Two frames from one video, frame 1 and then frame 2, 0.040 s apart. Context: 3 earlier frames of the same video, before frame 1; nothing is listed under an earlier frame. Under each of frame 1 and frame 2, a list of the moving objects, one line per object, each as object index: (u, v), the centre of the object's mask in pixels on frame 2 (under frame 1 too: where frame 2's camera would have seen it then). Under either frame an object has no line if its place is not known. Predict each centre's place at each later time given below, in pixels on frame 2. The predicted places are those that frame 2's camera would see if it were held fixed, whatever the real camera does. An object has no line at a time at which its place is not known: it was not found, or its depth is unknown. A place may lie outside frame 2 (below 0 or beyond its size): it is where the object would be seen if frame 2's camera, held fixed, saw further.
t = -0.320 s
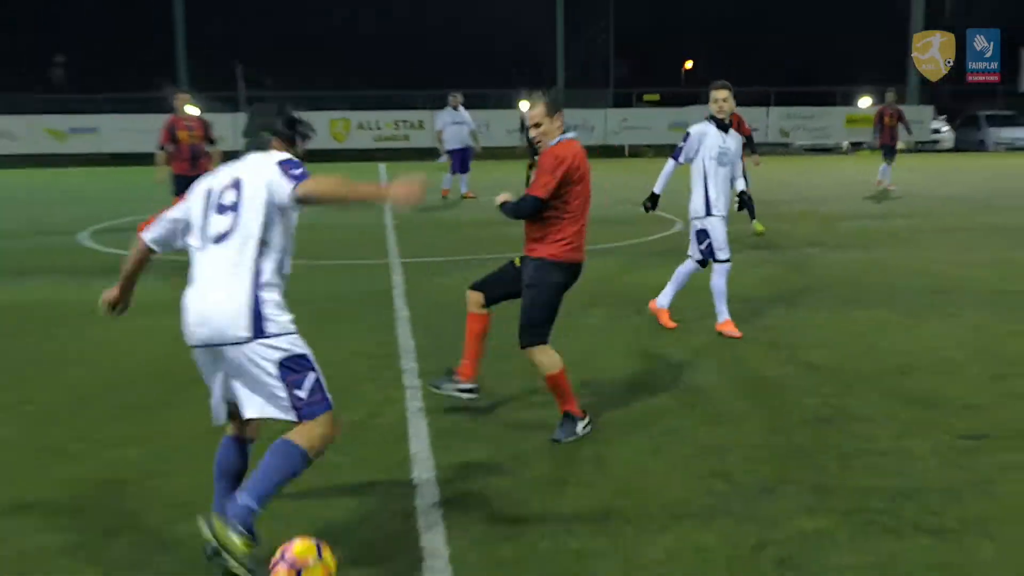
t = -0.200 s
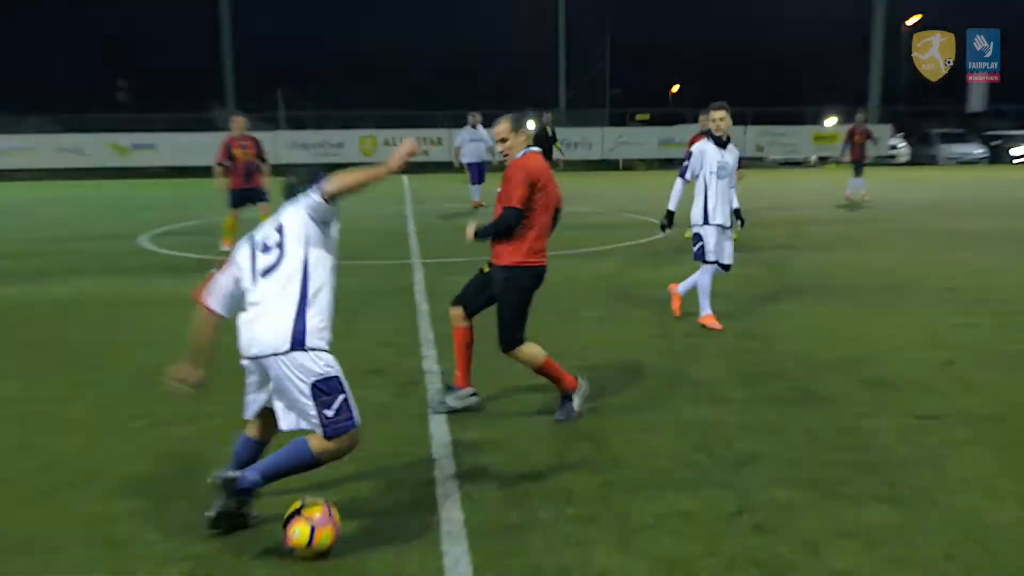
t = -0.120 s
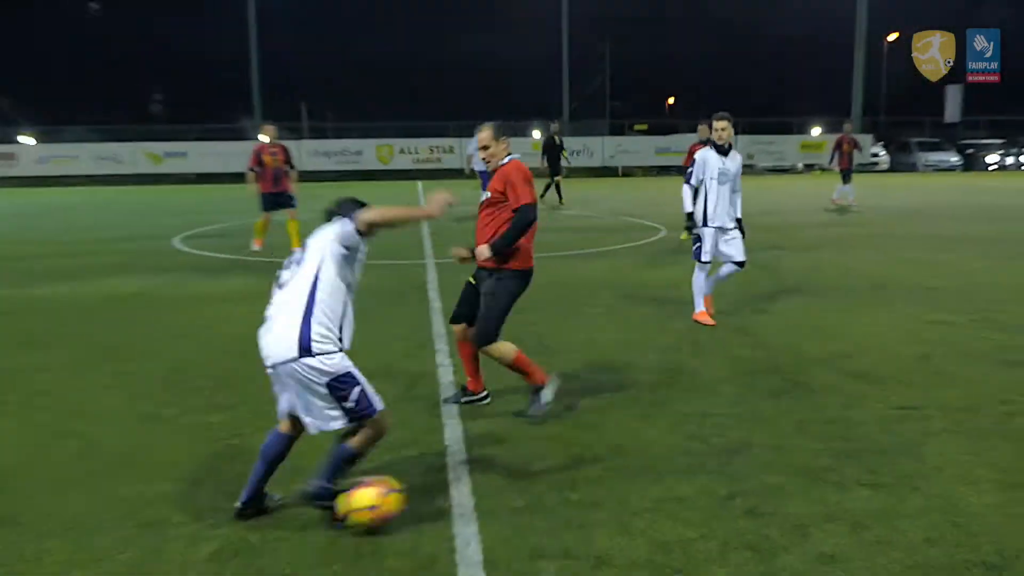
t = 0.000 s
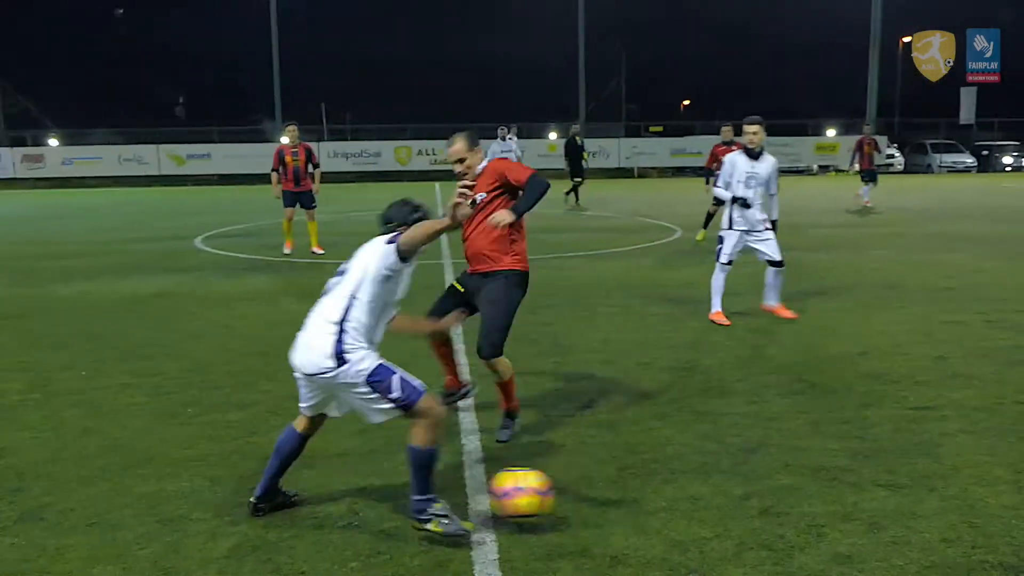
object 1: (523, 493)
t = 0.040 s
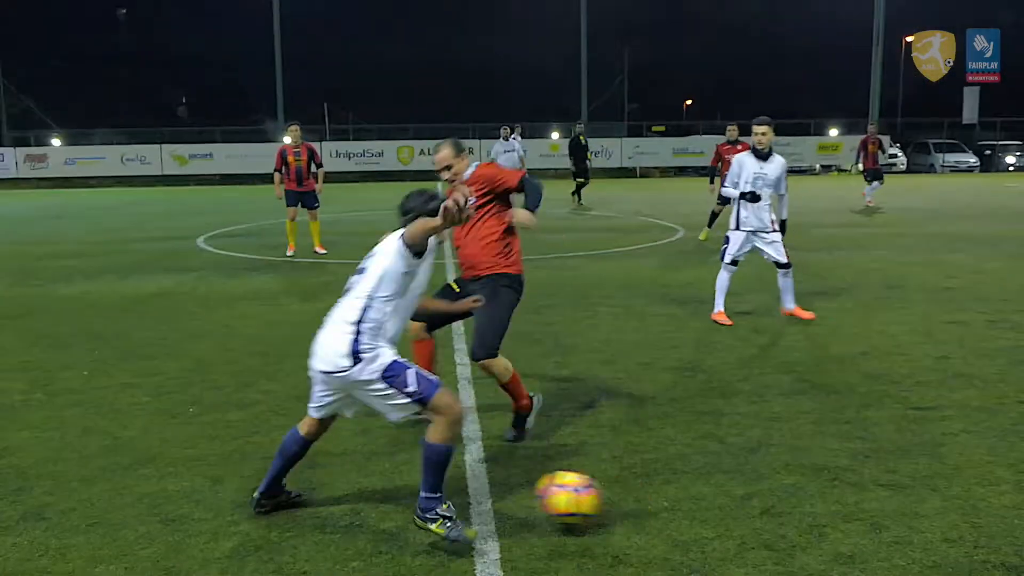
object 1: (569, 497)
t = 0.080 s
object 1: (615, 506)
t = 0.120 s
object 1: (657, 505)
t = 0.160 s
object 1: (695, 499)
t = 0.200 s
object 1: (736, 500)
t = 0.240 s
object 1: (774, 503)
